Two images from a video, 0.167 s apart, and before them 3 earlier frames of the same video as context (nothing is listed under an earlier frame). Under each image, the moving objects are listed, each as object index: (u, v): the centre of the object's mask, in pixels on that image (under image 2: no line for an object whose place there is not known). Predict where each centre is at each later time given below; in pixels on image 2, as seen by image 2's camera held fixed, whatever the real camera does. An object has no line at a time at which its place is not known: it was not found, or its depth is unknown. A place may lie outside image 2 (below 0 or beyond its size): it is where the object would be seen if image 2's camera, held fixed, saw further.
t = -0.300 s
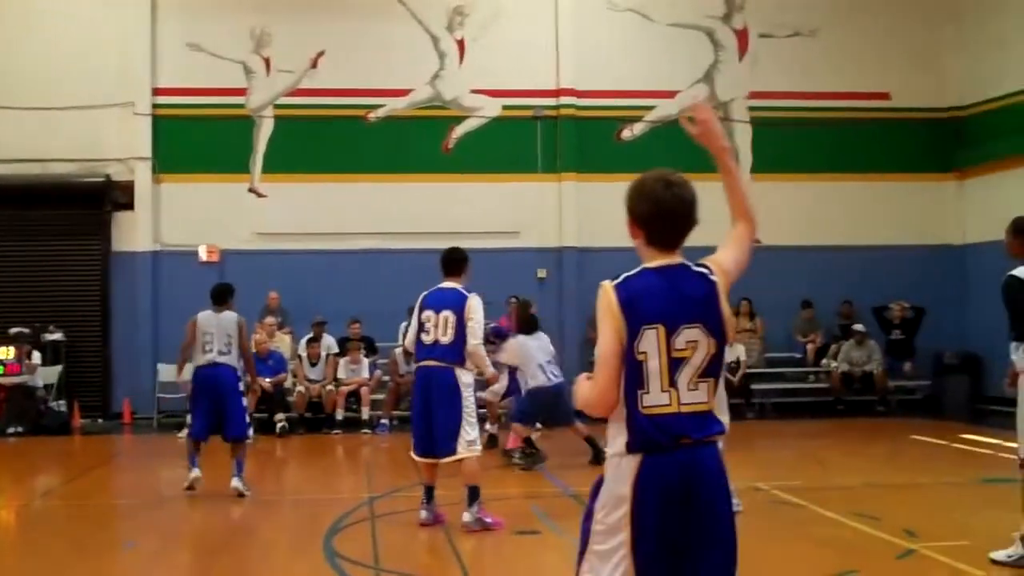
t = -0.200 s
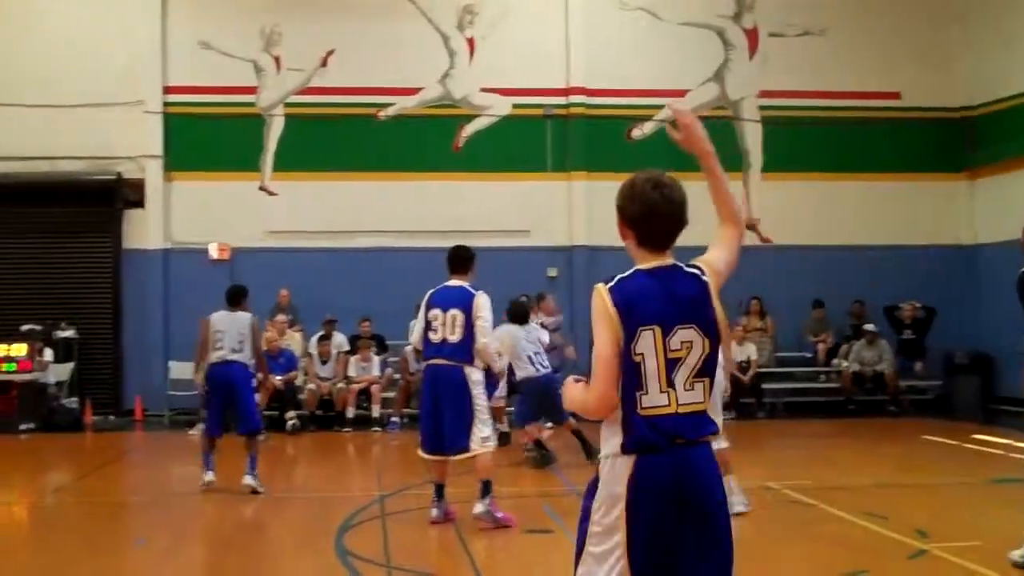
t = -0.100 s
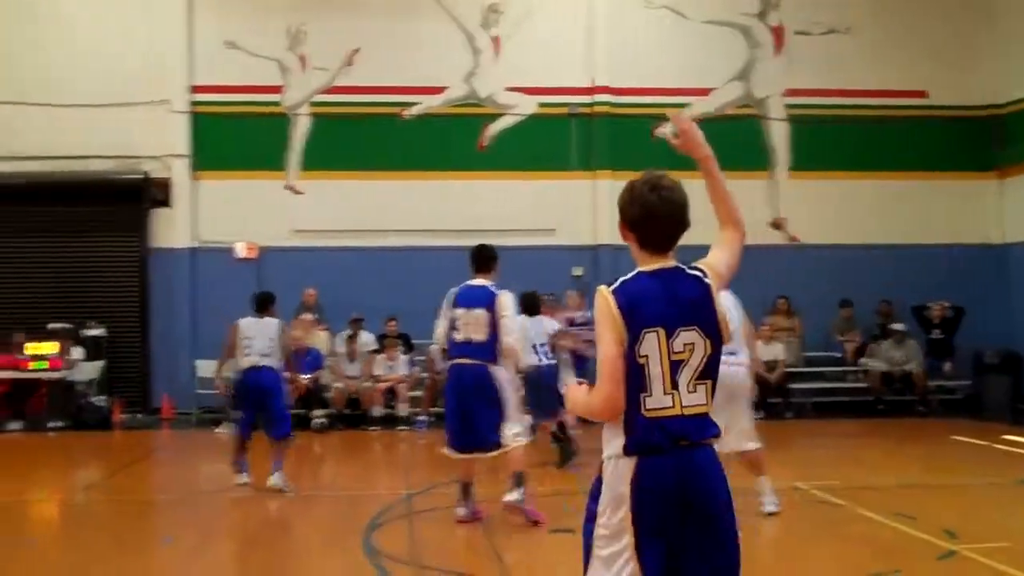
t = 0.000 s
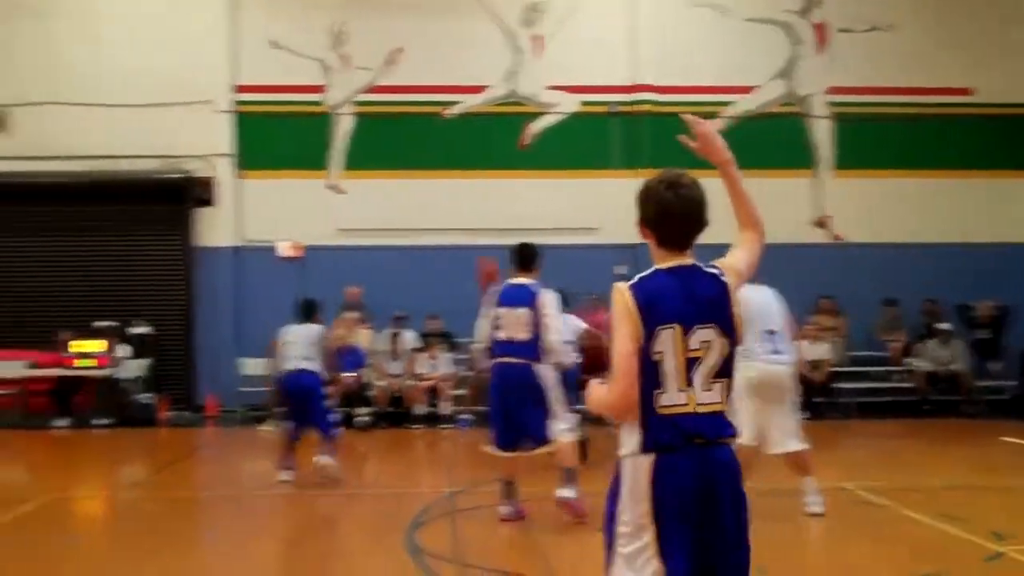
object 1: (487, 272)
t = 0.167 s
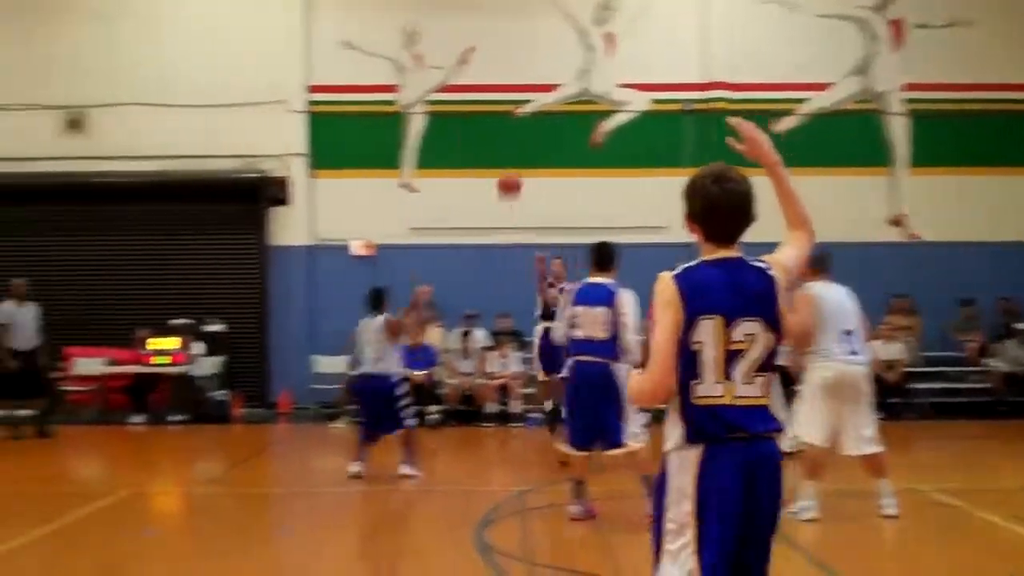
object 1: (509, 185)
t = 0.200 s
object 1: (498, 167)
